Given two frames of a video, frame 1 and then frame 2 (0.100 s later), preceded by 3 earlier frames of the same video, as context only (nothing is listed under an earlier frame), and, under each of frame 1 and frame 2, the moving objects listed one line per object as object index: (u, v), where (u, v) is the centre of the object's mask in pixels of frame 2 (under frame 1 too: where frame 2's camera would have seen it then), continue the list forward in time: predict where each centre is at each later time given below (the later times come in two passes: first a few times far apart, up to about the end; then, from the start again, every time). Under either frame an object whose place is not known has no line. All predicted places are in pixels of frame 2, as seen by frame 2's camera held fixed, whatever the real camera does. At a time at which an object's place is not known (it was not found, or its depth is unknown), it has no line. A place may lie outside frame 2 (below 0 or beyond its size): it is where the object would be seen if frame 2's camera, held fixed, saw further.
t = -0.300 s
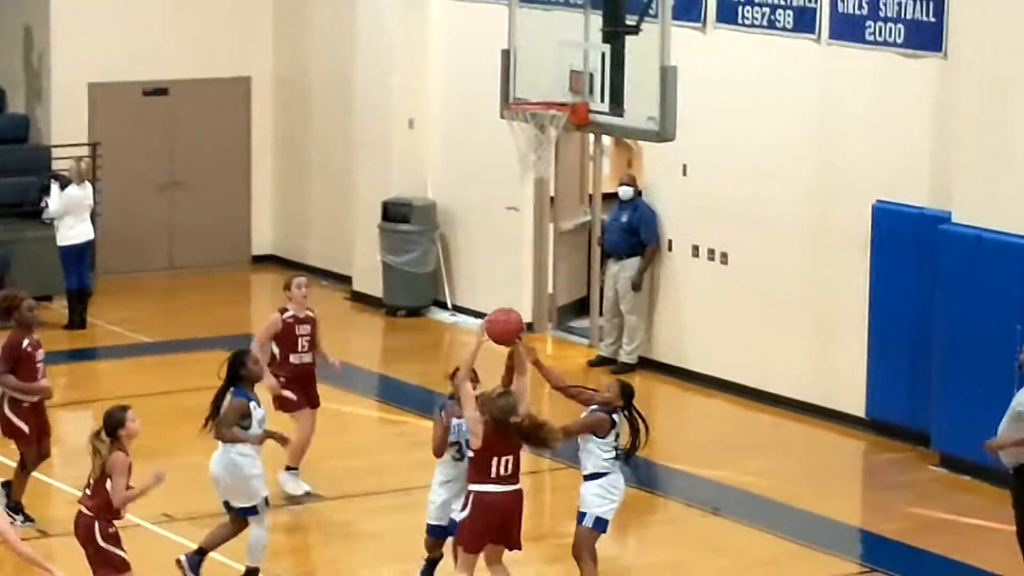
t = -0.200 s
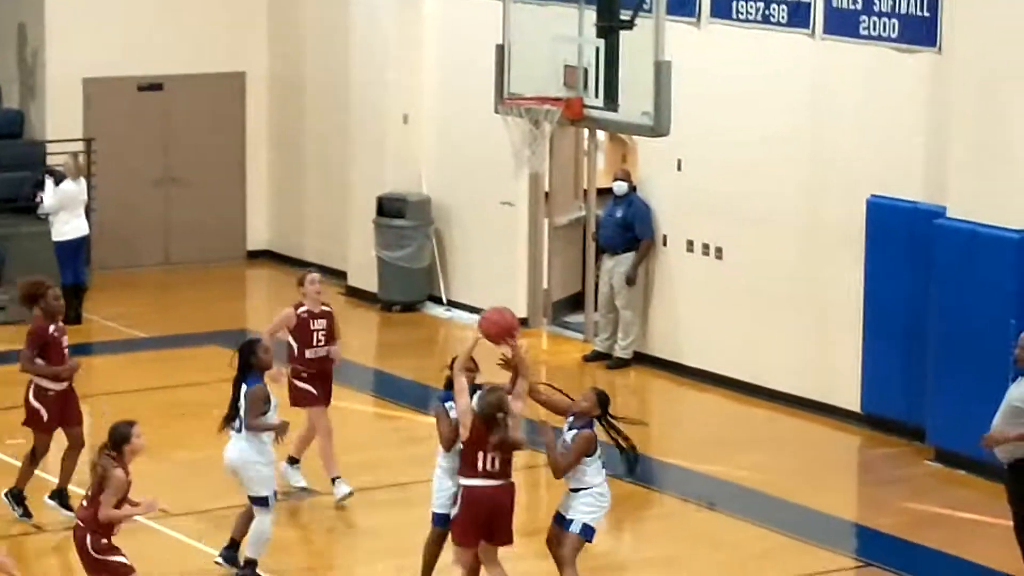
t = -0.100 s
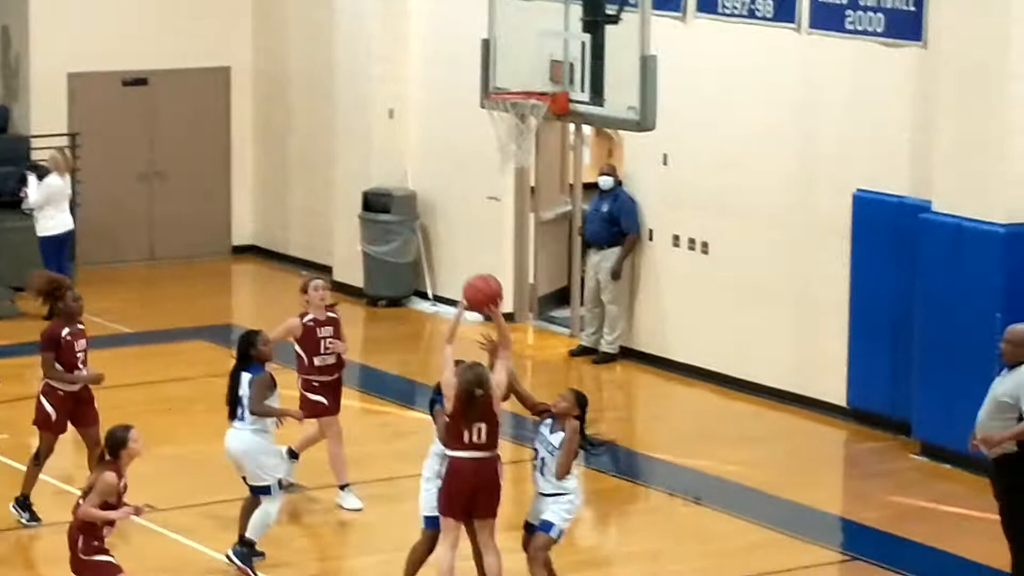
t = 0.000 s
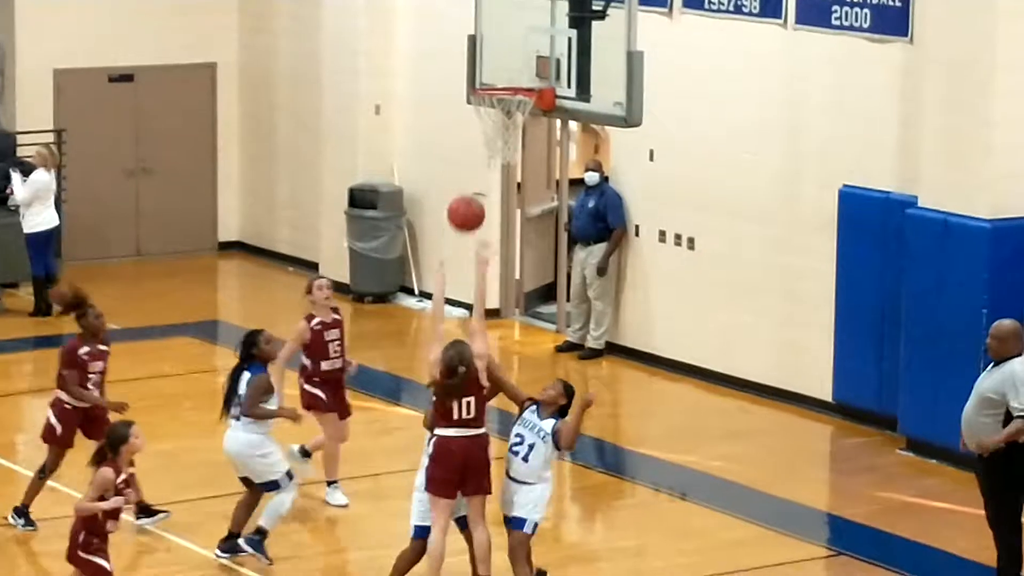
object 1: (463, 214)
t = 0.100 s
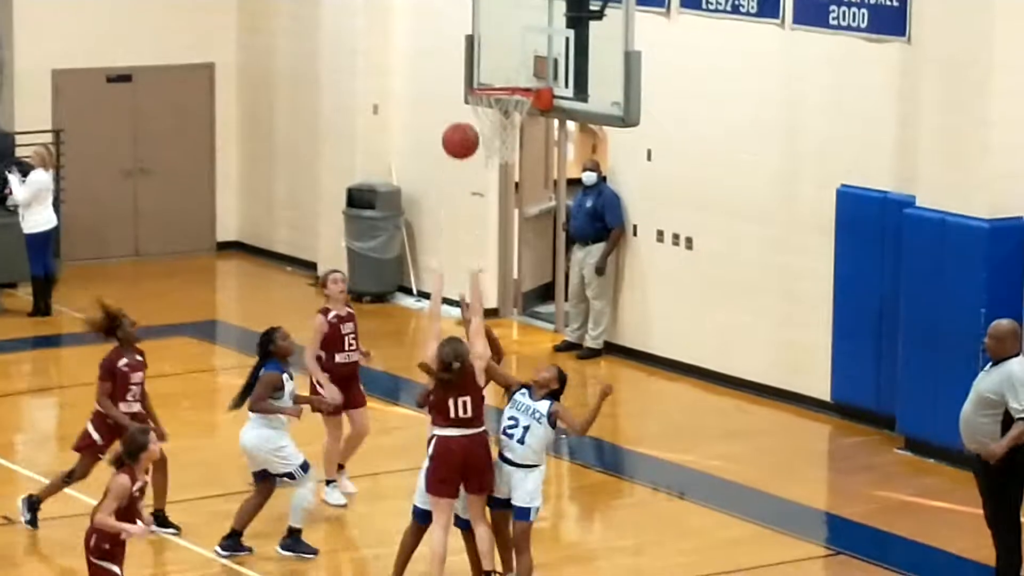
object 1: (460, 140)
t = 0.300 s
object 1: (453, 46)
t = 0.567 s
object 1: (442, 19)
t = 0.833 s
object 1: (433, 97)
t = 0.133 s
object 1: (459, 120)
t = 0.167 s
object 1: (458, 102)
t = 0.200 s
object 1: (457, 85)
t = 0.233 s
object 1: (455, 70)
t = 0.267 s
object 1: (454, 57)
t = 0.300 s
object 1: (453, 46)
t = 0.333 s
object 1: (452, 37)
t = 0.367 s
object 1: (450, 29)
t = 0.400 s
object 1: (449, 23)
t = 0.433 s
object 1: (448, 19)
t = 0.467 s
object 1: (446, 16)
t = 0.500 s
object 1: (445, 16)
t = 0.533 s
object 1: (444, 17)
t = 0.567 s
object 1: (442, 19)
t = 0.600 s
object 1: (441, 24)
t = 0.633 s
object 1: (440, 30)
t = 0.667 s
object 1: (439, 37)
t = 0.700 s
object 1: (438, 47)
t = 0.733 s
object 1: (436, 57)
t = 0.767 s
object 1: (435, 69)
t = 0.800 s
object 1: (434, 83)
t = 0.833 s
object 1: (433, 97)
